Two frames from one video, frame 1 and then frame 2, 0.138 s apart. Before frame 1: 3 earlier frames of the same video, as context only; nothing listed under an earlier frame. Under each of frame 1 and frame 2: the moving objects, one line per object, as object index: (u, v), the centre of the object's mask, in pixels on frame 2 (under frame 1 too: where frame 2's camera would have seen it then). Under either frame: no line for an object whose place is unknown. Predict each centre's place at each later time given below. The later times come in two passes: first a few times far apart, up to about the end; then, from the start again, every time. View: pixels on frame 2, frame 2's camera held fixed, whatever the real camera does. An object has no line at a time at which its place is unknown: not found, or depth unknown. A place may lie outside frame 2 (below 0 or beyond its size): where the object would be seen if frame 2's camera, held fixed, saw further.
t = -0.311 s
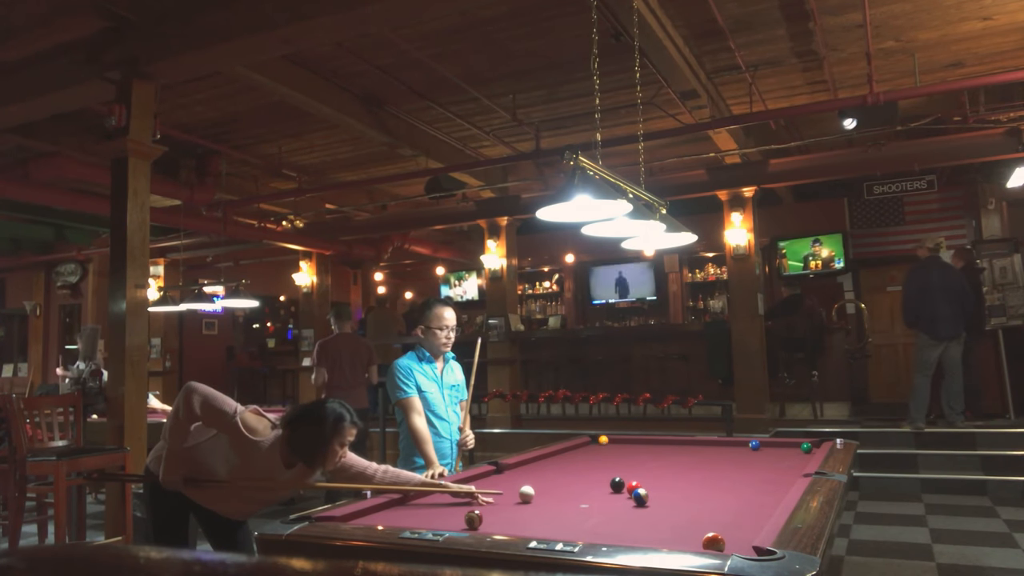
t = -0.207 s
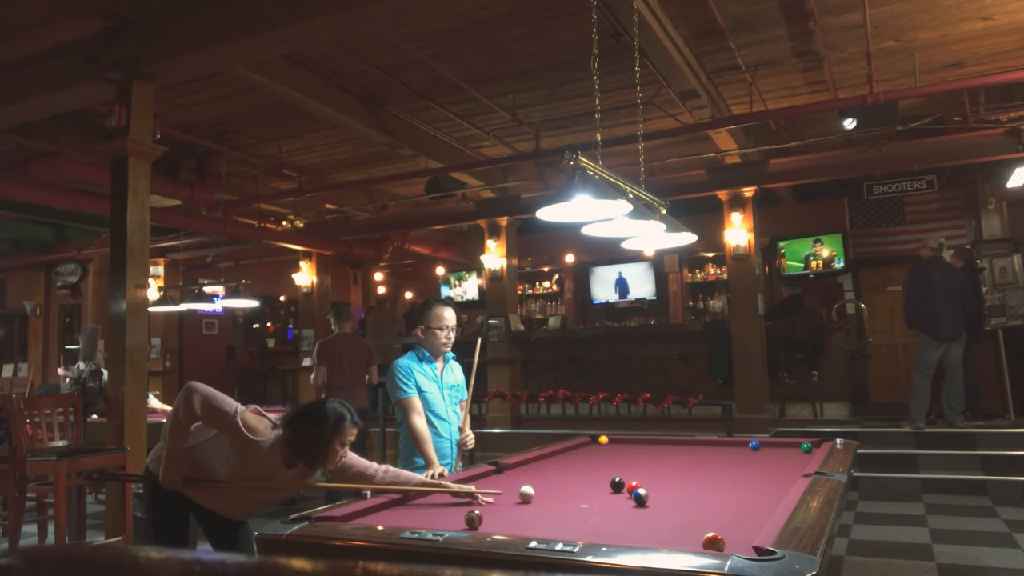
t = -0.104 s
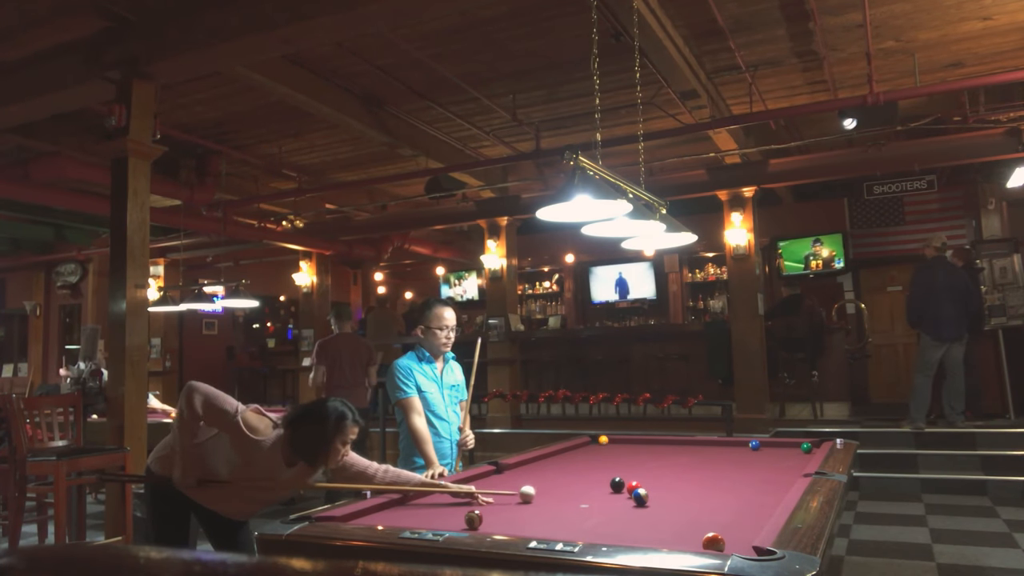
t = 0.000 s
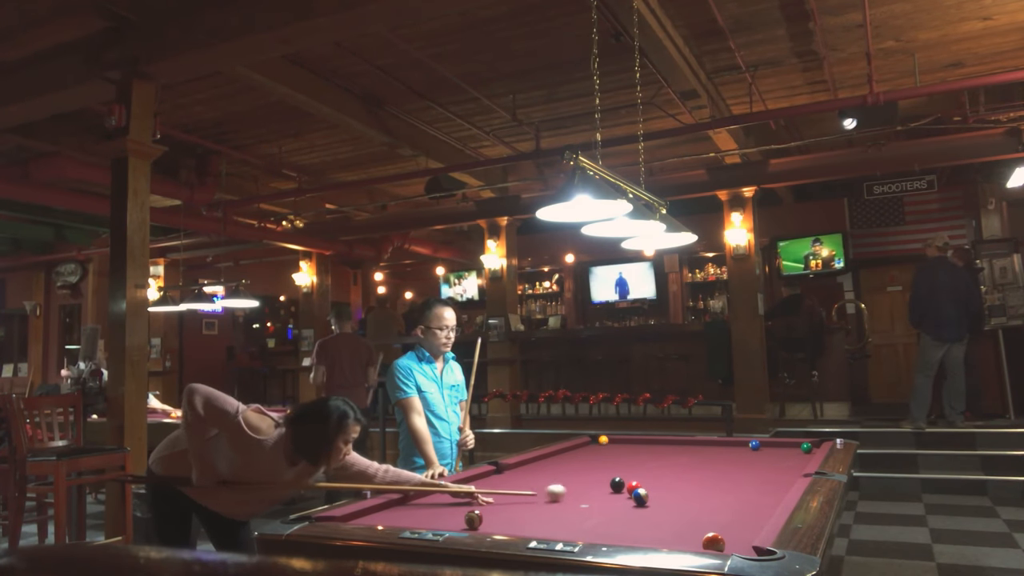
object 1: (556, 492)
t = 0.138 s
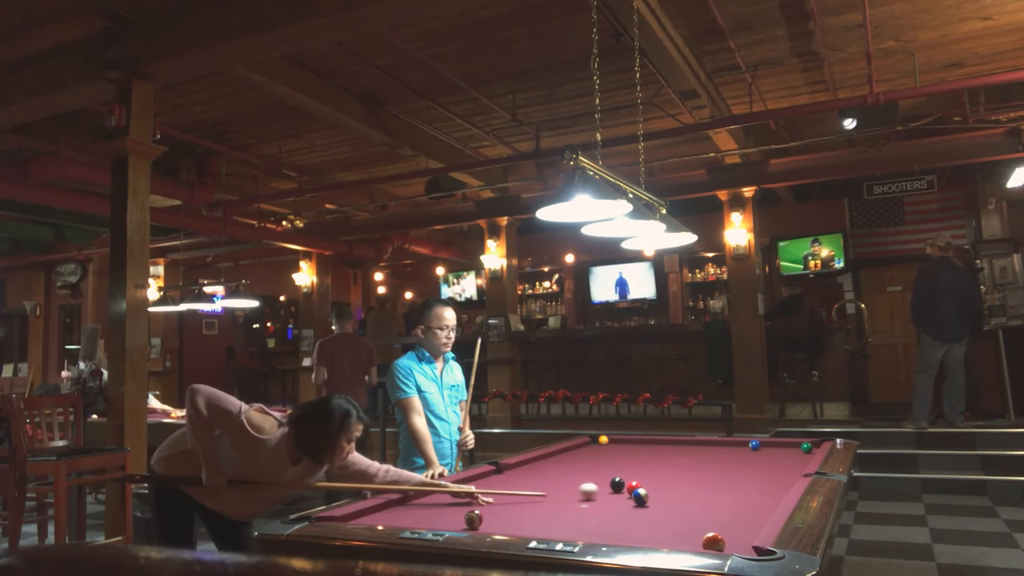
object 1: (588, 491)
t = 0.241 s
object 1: (611, 490)
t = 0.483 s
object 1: (628, 491)
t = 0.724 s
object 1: (642, 486)
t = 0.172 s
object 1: (596, 491)
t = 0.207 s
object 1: (604, 491)
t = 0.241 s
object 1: (611, 490)
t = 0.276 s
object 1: (619, 491)
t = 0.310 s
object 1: (621, 491)
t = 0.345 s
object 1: (621, 491)
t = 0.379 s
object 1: (623, 491)
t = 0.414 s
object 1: (625, 491)
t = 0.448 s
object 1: (626, 491)
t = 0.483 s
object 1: (628, 491)
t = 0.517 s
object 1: (629, 490)
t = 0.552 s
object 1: (630, 490)
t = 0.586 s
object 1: (632, 489)
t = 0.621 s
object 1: (634, 488)
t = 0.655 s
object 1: (636, 487)
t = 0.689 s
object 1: (639, 486)
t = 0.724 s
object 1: (642, 486)
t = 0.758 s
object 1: (645, 488)
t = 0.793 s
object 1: (647, 489)
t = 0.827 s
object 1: (648, 490)
